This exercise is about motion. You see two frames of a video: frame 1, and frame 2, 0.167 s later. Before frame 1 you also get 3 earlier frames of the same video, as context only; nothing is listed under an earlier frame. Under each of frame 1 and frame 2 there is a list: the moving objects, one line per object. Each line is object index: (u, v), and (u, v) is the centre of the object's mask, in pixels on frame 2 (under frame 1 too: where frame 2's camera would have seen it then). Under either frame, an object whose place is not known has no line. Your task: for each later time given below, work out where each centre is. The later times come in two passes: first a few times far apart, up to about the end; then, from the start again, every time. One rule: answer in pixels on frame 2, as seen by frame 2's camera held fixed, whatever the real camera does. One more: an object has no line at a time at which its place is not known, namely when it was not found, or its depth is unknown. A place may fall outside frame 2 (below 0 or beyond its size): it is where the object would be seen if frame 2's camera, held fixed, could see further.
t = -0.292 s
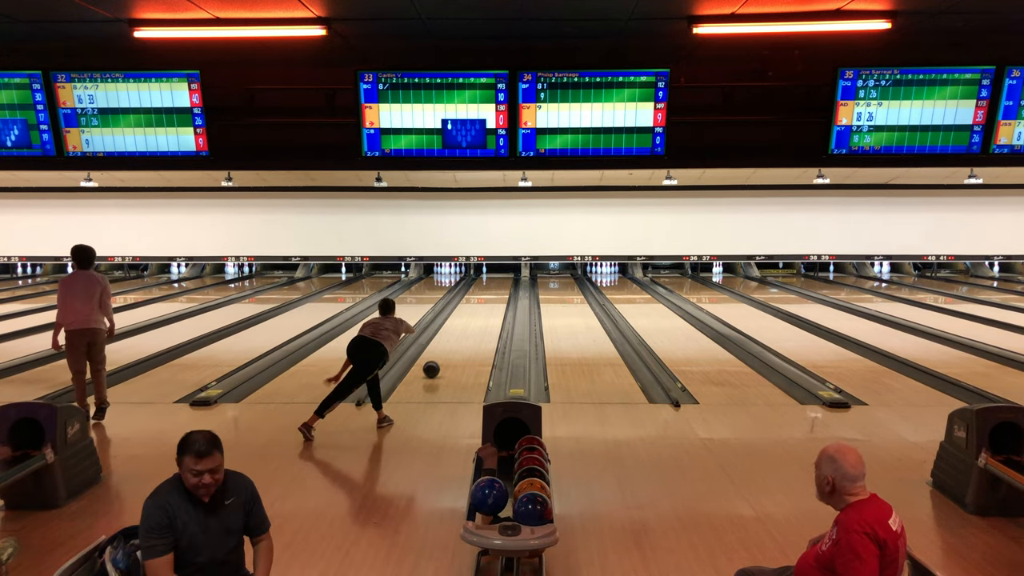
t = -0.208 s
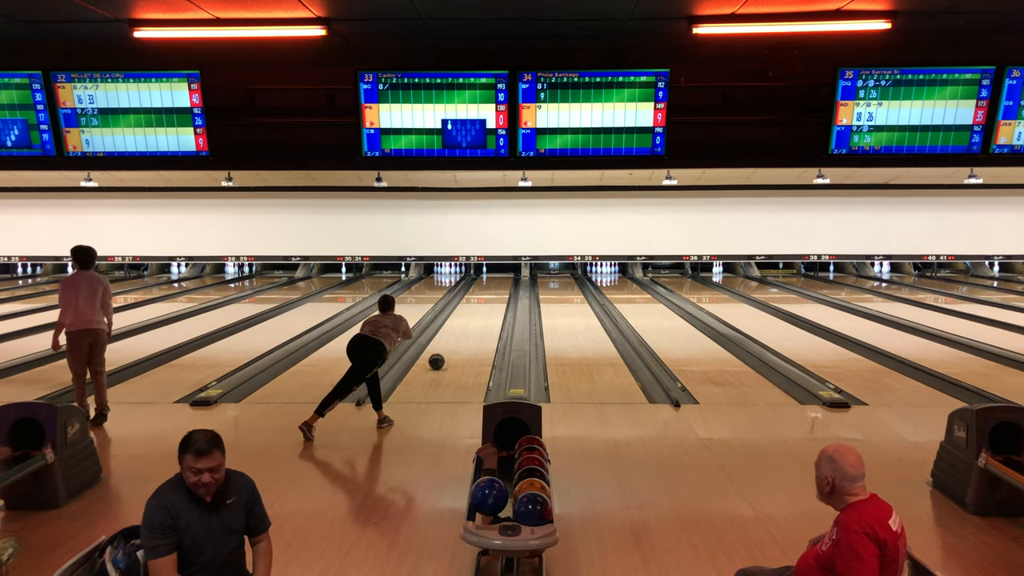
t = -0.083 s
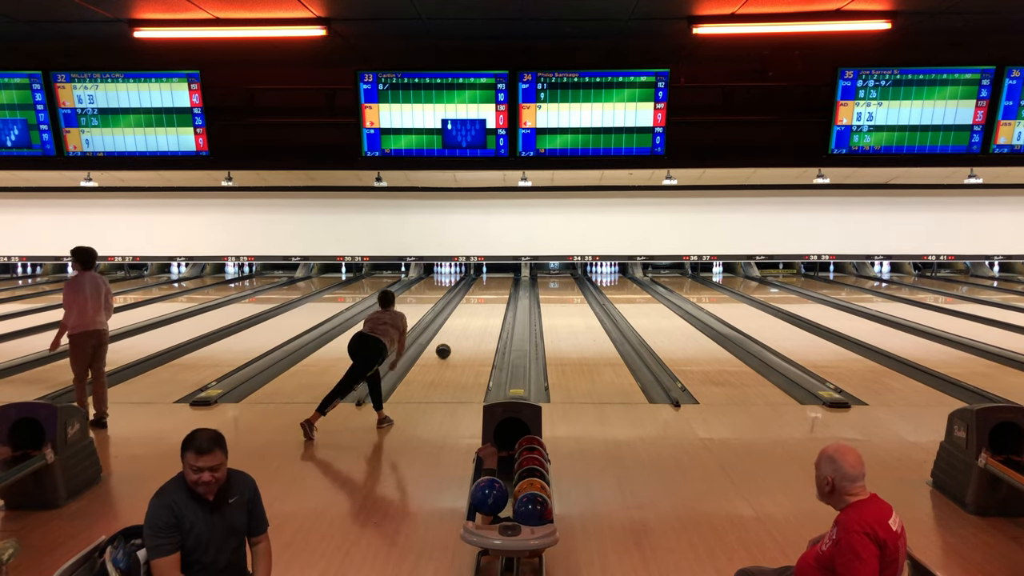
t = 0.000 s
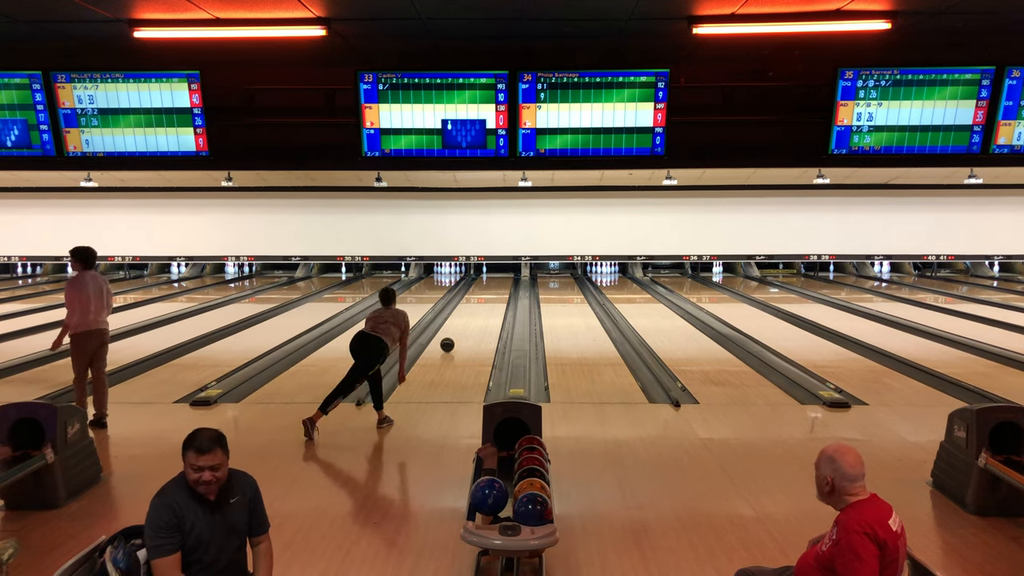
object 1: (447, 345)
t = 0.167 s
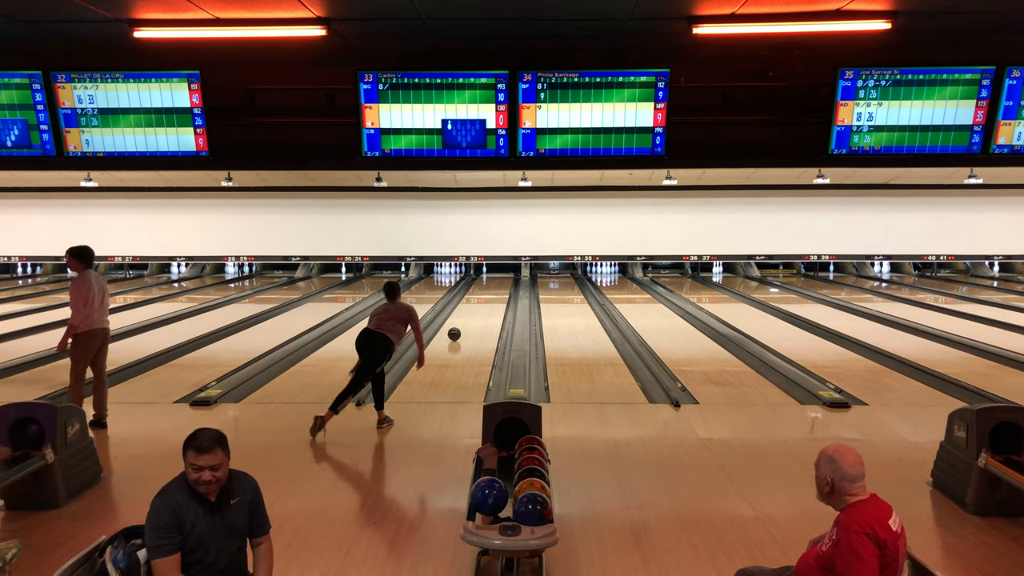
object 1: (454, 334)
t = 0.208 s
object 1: (455, 331)
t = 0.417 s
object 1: (463, 321)
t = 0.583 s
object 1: (467, 313)
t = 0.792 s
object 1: (473, 305)
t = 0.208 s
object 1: (455, 331)
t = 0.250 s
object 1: (457, 329)
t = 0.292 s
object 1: (459, 327)
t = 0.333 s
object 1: (460, 325)
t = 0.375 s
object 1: (461, 323)
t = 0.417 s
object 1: (463, 321)
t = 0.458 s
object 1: (464, 319)
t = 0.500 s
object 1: (465, 317)
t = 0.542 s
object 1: (466, 315)
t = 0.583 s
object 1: (467, 313)
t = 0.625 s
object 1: (468, 312)
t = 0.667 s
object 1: (470, 310)
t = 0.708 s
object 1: (471, 308)
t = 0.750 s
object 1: (472, 307)
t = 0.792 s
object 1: (473, 305)
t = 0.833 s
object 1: (474, 304)
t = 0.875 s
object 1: (475, 302)
